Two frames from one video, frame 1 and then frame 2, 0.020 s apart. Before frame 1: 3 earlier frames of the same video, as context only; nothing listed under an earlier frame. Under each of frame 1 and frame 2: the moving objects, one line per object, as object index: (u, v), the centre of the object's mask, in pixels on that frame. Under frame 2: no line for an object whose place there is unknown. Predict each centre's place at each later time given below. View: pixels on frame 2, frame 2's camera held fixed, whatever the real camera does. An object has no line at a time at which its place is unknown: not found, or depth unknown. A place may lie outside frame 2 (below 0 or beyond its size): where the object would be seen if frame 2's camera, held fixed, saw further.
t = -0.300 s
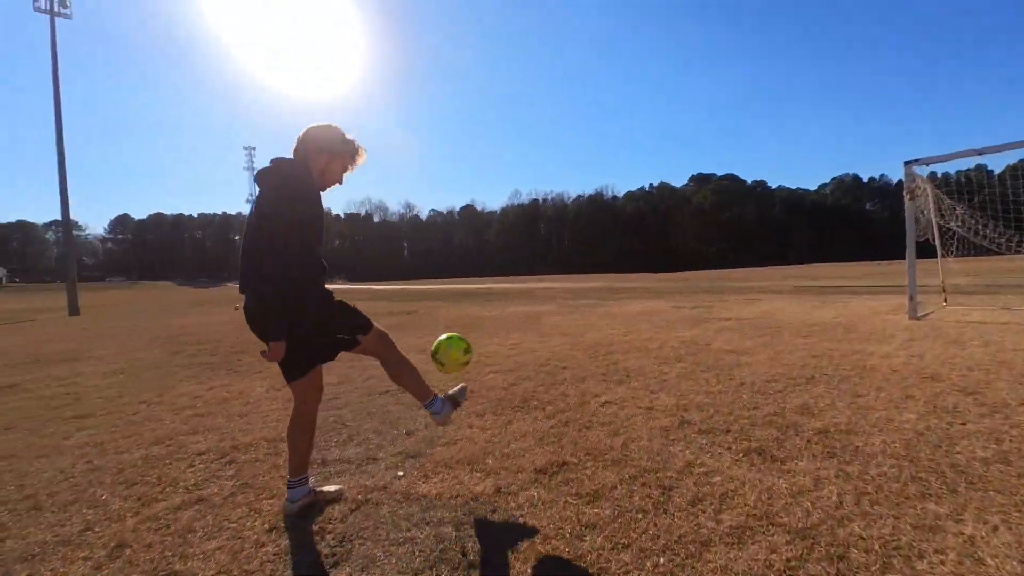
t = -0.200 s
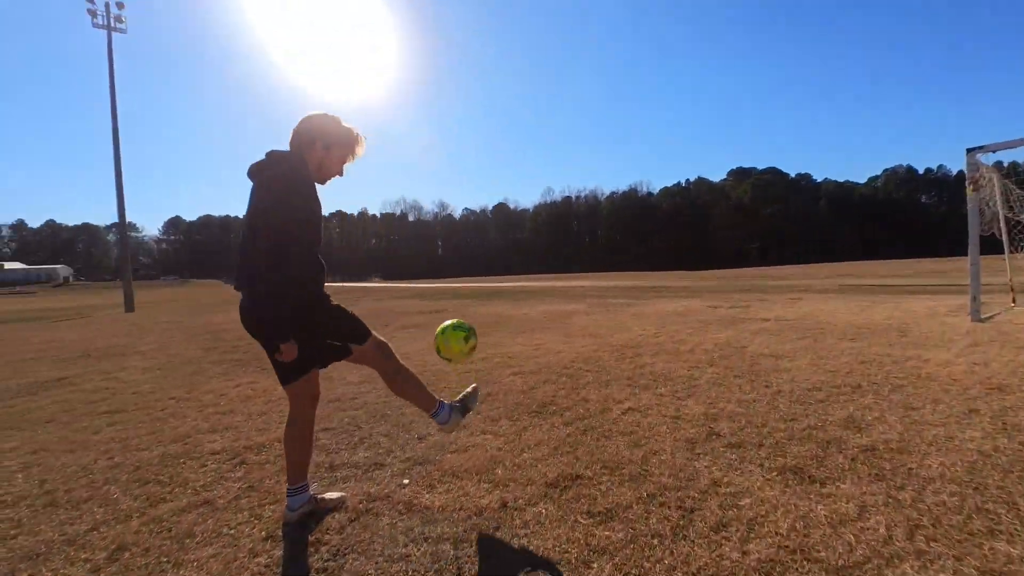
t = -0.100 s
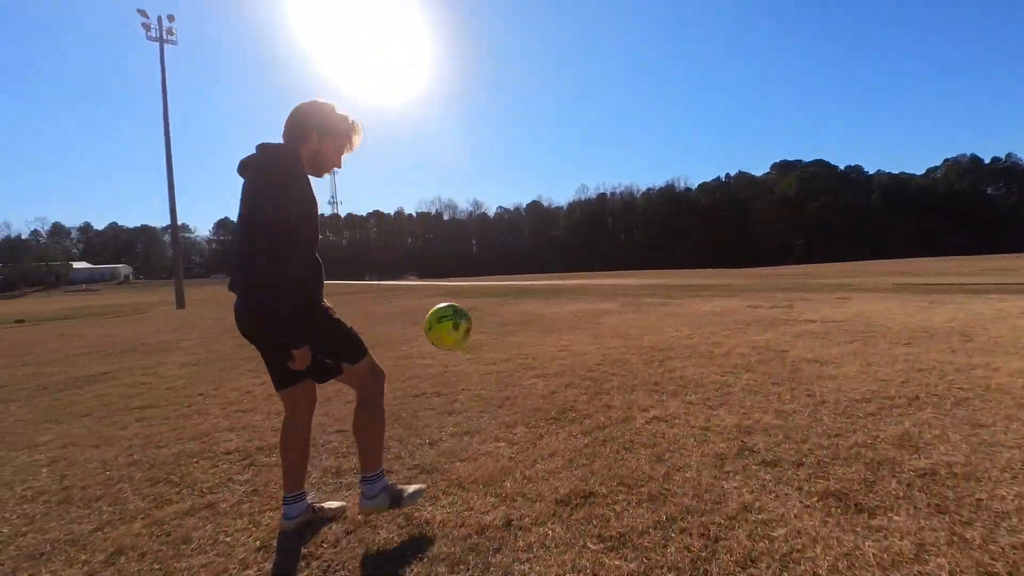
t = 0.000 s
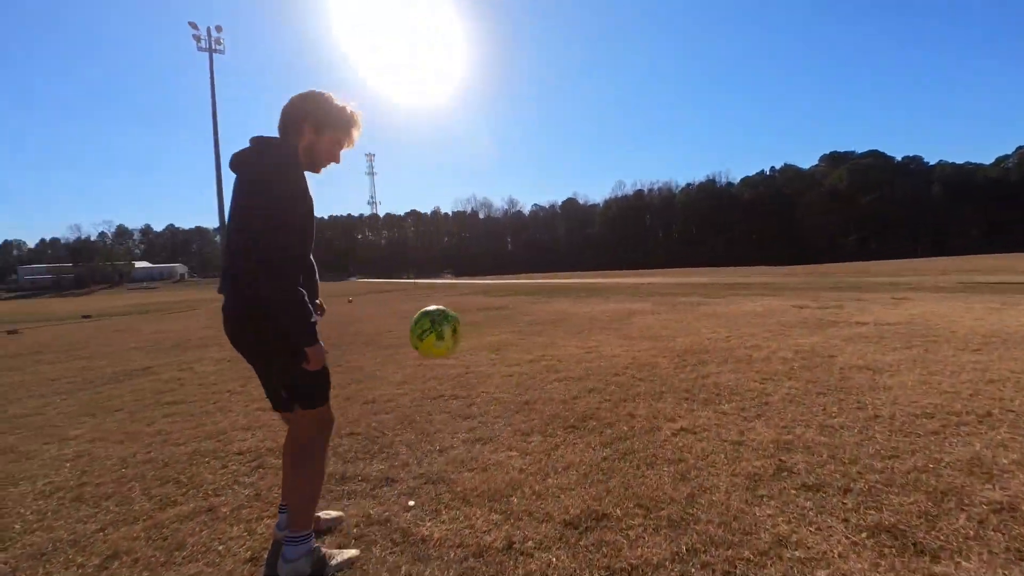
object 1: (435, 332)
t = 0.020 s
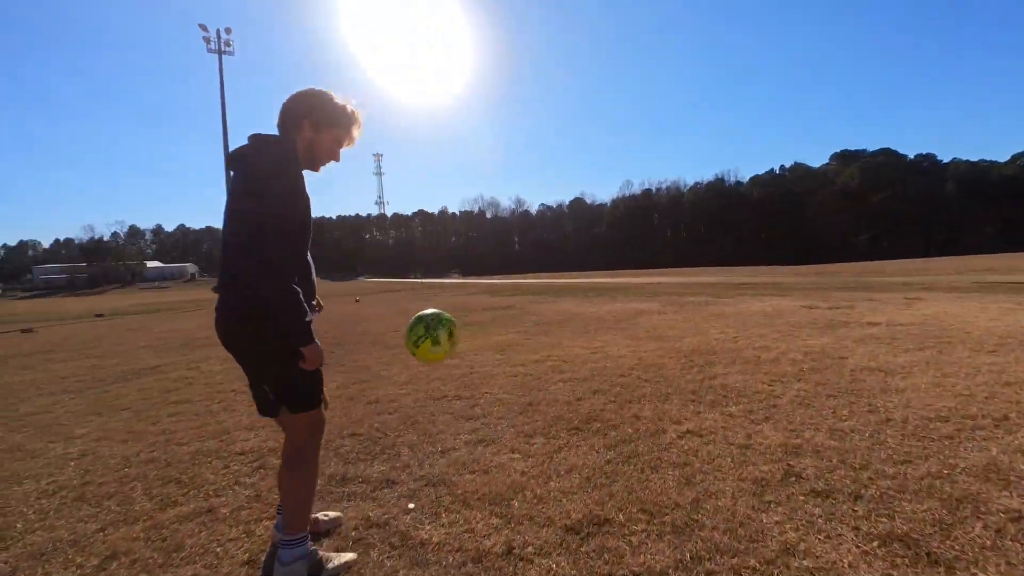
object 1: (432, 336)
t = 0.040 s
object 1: (426, 341)
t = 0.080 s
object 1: (415, 354)
